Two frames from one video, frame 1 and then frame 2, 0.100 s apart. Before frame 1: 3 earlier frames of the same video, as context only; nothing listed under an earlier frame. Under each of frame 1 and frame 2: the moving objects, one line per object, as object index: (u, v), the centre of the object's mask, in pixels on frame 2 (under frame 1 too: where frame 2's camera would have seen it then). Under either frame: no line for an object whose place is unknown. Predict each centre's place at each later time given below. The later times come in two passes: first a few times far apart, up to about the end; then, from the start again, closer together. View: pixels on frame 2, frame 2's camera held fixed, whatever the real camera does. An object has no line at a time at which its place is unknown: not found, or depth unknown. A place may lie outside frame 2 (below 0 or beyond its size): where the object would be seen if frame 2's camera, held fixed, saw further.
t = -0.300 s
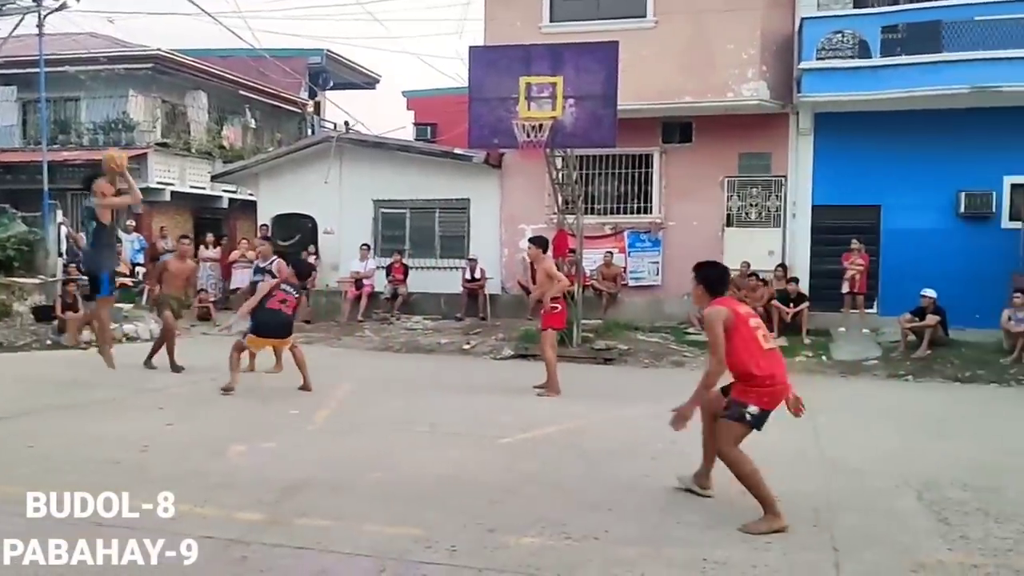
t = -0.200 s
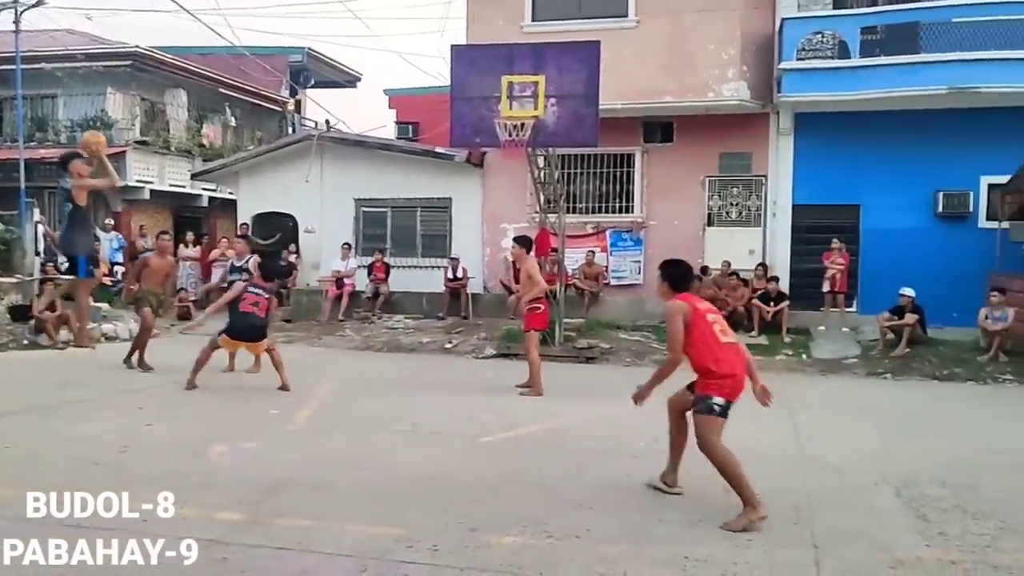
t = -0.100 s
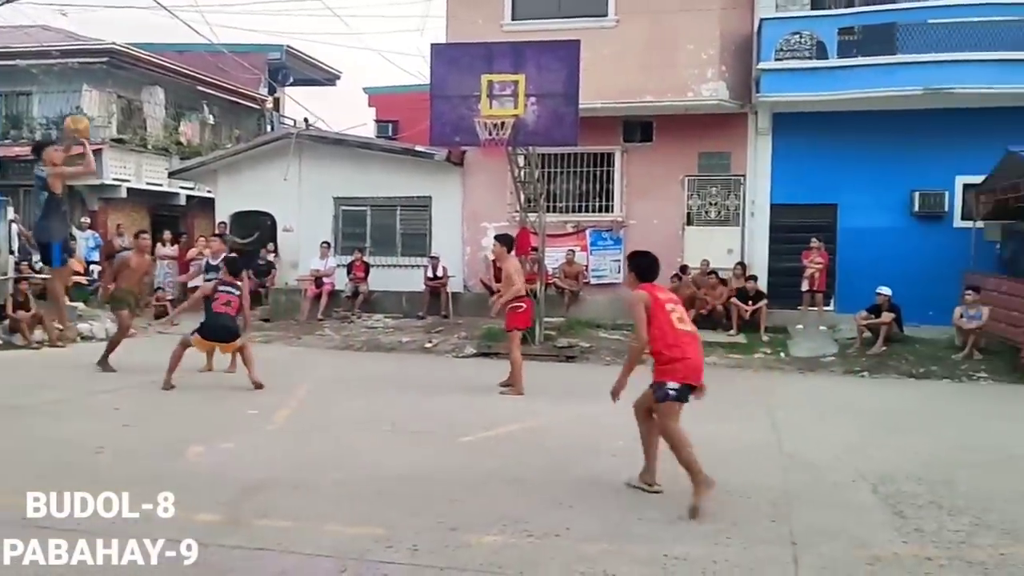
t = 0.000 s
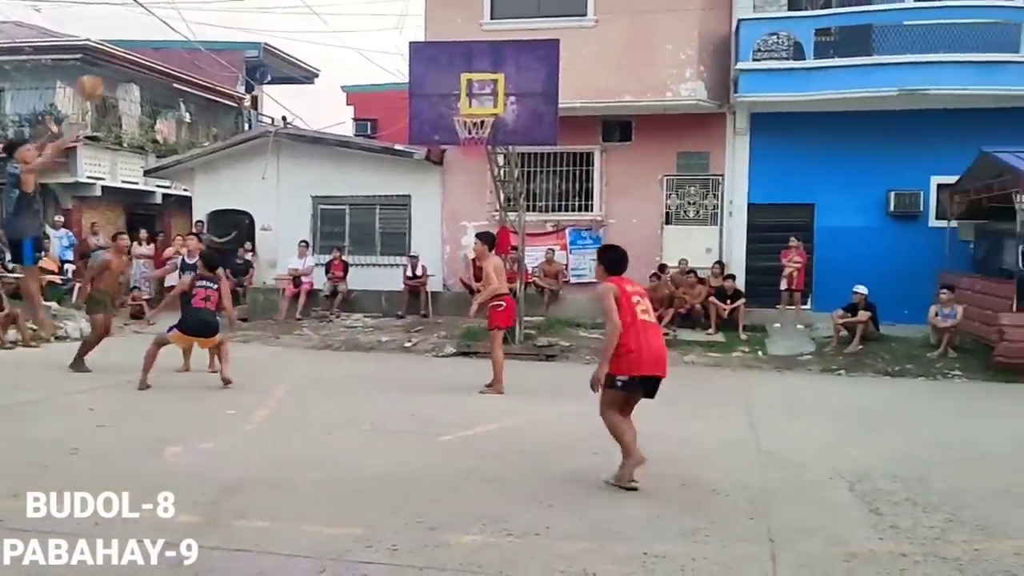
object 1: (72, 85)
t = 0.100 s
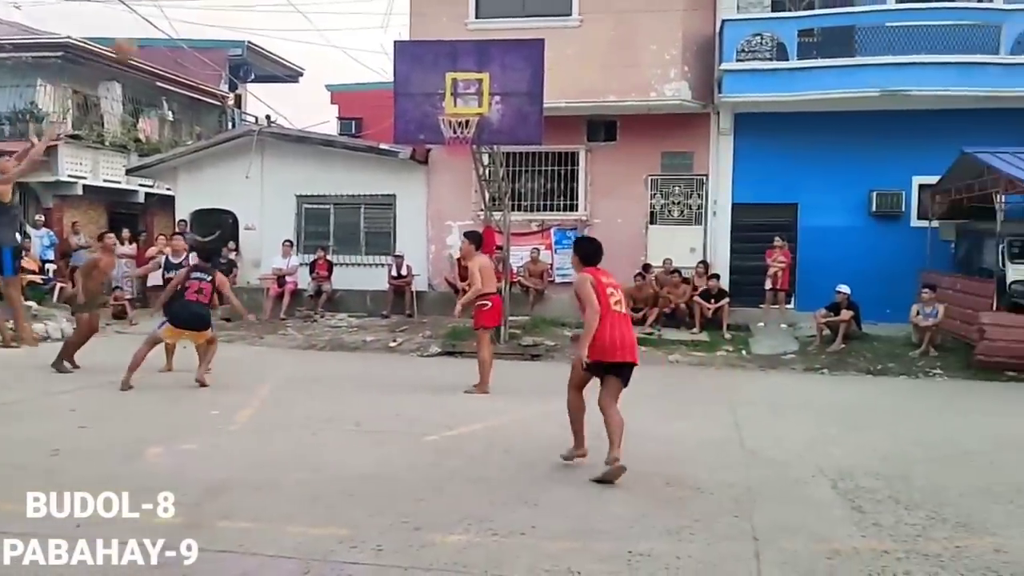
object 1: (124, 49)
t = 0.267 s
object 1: (206, 13)
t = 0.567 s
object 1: (342, 15)
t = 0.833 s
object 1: (448, 80)
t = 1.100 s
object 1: (496, 60)
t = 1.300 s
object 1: (519, 44)
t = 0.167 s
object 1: (157, 31)
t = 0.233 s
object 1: (191, 18)
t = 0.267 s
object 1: (206, 13)
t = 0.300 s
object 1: (222, 11)
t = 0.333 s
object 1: (238, 9)
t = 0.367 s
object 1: (254, 8)
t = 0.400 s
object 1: (269, 8)
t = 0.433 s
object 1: (284, 8)
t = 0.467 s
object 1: (298, 8)
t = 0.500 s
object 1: (312, 9)
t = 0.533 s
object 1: (327, 11)
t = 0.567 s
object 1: (342, 15)
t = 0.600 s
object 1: (355, 20)
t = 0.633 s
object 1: (369, 26)
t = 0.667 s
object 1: (383, 33)
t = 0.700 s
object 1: (396, 41)
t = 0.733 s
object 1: (411, 47)
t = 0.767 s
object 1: (422, 56)
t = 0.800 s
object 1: (435, 68)
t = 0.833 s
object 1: (448, 80)
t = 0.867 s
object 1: (461, 92)
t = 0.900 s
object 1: (472, 104)
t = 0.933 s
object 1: (476, 103)
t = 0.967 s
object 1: (481, 93)
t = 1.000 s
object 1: (485, 82)
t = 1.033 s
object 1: (489, 75)
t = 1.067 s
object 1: (493, 67)
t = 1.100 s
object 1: (496, 60)
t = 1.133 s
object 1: (500, 54)
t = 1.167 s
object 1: (504, 50)
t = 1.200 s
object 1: (508, 47)
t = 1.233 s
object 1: (512, 45)
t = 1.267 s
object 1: (515, 45)
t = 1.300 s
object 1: (519, 44)
